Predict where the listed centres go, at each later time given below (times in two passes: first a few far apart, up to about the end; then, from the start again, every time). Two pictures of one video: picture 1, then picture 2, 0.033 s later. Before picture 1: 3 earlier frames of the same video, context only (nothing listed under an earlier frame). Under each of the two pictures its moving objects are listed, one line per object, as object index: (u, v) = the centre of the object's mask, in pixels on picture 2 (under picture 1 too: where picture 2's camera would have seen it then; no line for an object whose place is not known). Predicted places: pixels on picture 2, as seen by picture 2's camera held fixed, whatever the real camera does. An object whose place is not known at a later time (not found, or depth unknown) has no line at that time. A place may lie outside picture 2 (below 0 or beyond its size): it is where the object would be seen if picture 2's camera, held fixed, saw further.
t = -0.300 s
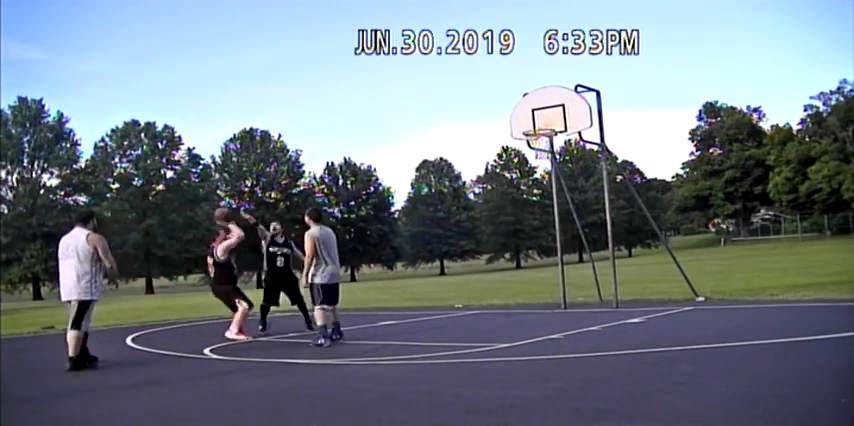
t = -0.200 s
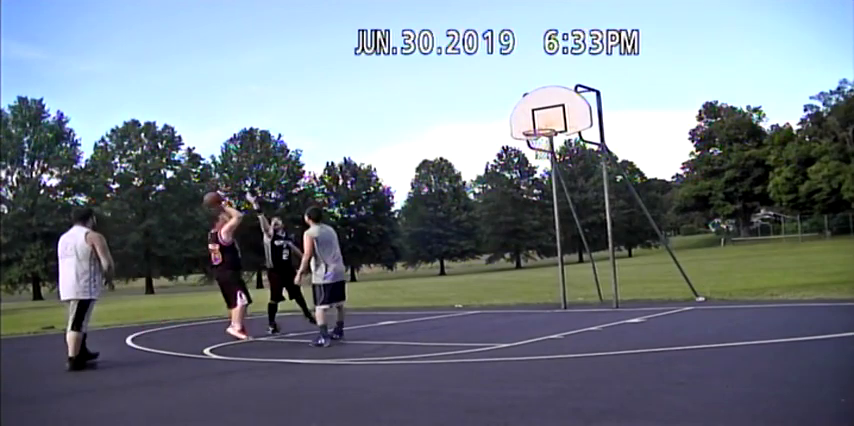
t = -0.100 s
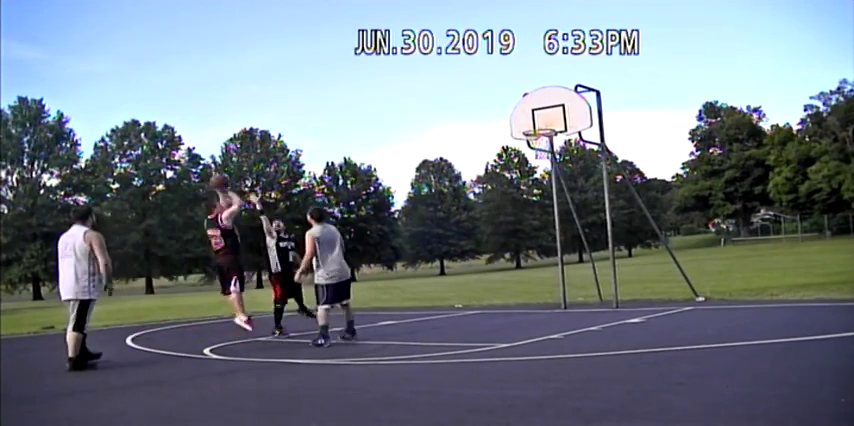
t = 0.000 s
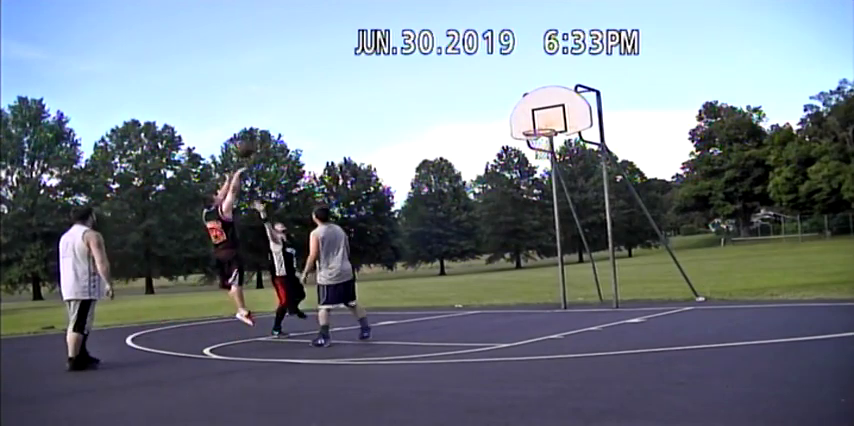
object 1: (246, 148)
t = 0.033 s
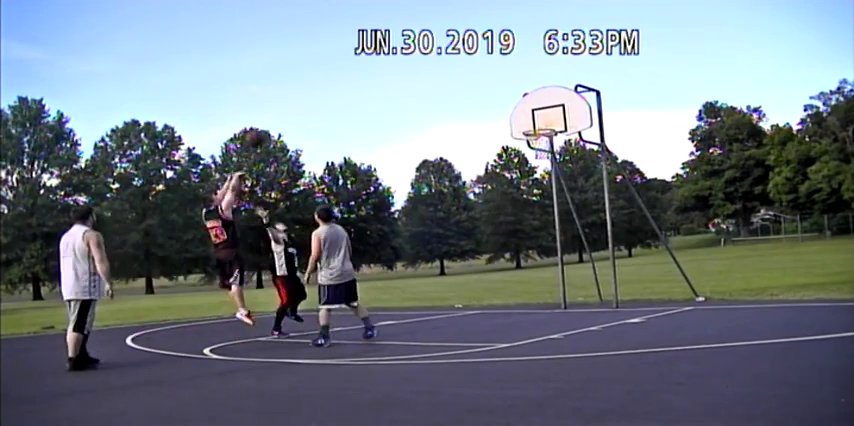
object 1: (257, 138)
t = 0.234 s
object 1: (318, 90)
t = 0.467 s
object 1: (390, 70)
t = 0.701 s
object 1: (458, 83)
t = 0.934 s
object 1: (523, 126)
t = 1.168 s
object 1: (558, 119)
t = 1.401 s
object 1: (565, 126)
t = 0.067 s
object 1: (265, 128)
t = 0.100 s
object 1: (276, 119)
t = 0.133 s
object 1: (287, 111)
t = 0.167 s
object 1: (297, 103)
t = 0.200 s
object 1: (308, 96)
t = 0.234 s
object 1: (318, 90)
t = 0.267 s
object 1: (329, 85)
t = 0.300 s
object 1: (339, 81)
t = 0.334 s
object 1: (349, 77)
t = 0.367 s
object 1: (360, 74)
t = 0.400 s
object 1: (370, 72)
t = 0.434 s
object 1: (380, 71)
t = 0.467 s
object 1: (390, 70)
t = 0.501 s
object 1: (400, 70)
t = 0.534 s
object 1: (410, 70)
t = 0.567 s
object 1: (419, 71)
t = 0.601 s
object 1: (429, 73)
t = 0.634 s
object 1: (439, 76)
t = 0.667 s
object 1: (448, 79)
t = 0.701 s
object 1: (458, 83)
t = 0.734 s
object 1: (468, 87)
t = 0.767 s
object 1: (477, 92)
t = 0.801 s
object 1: (487, 98)
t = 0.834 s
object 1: (496, 104)
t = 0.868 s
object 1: (505, 111)
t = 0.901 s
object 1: (514, 119)
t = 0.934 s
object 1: (523, 126)
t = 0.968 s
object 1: (529, 124)
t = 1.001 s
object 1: (535, 122)
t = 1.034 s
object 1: (541, 121)
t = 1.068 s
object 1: (547, 120)
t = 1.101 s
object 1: (553, 121)
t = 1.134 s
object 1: (559, 122)
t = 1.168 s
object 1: (558, 119)
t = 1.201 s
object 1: (559, 118)
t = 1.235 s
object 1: (560, 118)
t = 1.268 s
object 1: (561, 118)
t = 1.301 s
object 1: (562, 119)
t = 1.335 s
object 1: (563, 121)
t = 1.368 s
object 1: (564, 123)
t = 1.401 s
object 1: (565, 126)
